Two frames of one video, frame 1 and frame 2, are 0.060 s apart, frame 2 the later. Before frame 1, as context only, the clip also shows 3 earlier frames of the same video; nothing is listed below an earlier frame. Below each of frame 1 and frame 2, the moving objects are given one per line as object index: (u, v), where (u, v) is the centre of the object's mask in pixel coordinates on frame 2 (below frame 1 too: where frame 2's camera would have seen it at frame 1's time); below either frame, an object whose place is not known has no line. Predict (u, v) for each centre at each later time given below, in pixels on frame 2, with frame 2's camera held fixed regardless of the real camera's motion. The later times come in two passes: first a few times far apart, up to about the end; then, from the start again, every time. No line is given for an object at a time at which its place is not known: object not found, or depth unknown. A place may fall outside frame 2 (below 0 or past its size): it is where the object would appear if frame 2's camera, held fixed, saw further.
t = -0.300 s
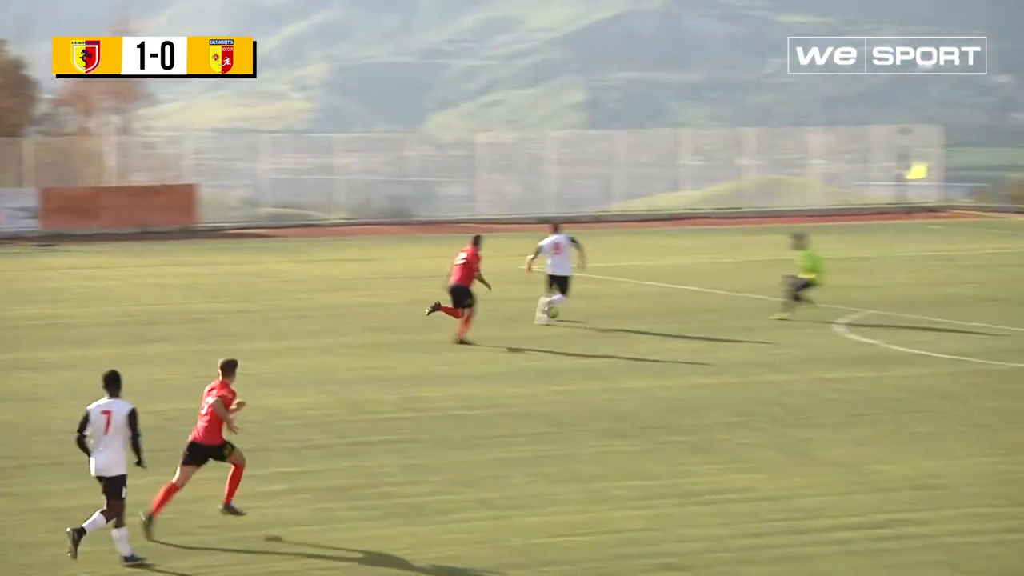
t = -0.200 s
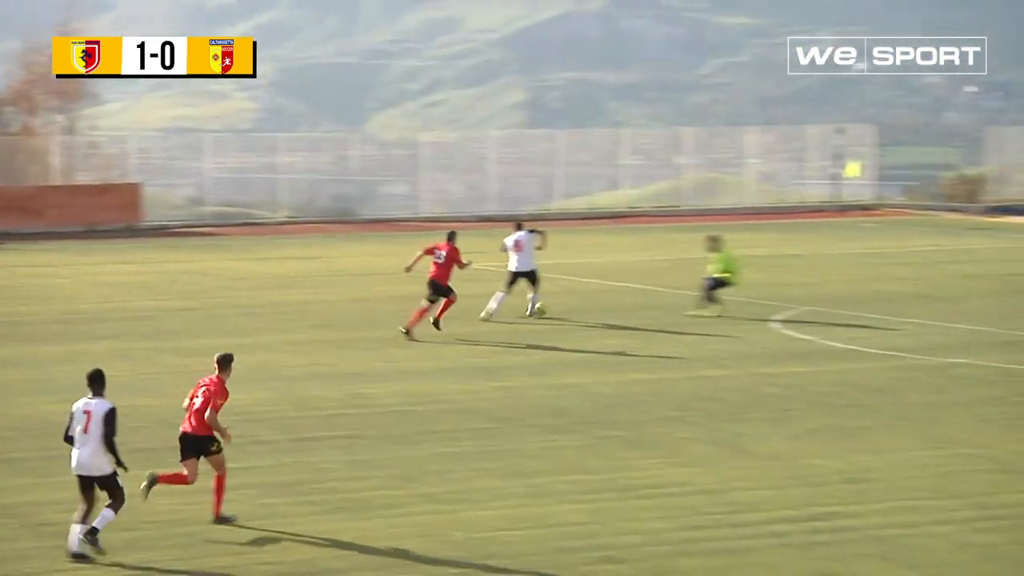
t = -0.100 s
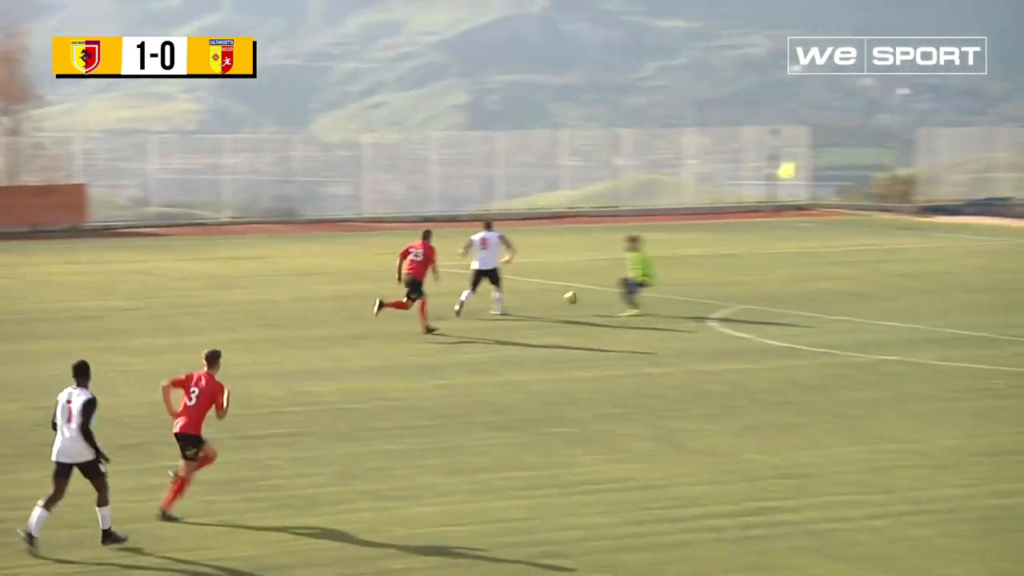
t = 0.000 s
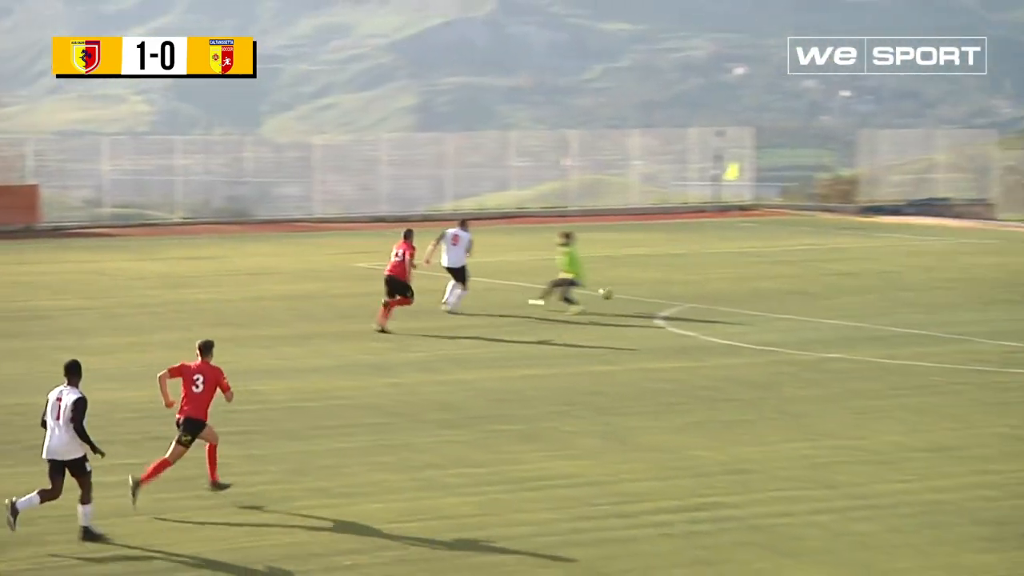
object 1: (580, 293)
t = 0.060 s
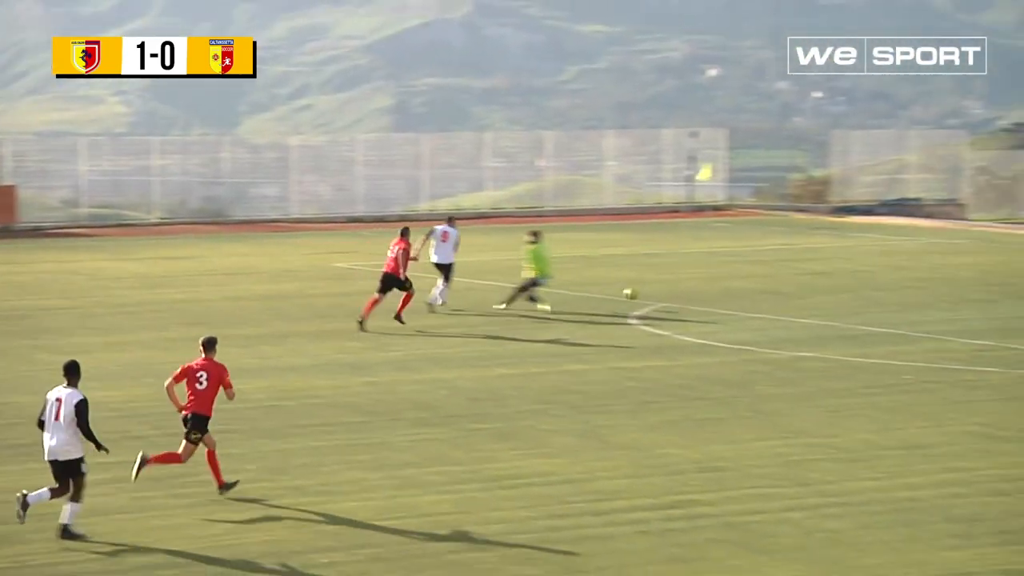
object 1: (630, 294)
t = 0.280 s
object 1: (799, 296)
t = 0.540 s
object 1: (975, 296)
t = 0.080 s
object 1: (645, 295)
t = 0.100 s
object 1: (661, 296)
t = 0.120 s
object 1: (678, 297)
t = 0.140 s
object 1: (694, 299)
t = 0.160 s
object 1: (711, 301)
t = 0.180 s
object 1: (727, 302)
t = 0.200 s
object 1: (741, 301)
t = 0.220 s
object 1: (755, 299)
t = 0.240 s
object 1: (771, 298)
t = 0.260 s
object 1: (785, 297)
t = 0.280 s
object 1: (799, 296)
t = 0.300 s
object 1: (813, 296)
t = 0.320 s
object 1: (828, 296)
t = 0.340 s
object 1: (842, 296)
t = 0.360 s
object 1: (856, 296)
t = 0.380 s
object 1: (870, 297)
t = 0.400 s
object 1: (884, 298)
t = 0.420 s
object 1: (898, 299)
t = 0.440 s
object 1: (912, 300)
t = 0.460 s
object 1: (924, 299)
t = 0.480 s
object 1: (937, 297)
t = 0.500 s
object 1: (950, 297)
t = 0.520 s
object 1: (962, 297)
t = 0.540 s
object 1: (975, 296)
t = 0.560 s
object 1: (988, 296)
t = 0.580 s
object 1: (1000, 297)
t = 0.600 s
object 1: (1013, 297)
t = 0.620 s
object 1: (1025, 298)
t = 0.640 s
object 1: (1038, 299)
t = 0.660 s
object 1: (1051, 300)
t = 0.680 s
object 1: (1062, 300)
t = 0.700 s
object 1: (1073, 299)
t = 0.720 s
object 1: (1084, 299)
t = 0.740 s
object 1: (1096, 298)
